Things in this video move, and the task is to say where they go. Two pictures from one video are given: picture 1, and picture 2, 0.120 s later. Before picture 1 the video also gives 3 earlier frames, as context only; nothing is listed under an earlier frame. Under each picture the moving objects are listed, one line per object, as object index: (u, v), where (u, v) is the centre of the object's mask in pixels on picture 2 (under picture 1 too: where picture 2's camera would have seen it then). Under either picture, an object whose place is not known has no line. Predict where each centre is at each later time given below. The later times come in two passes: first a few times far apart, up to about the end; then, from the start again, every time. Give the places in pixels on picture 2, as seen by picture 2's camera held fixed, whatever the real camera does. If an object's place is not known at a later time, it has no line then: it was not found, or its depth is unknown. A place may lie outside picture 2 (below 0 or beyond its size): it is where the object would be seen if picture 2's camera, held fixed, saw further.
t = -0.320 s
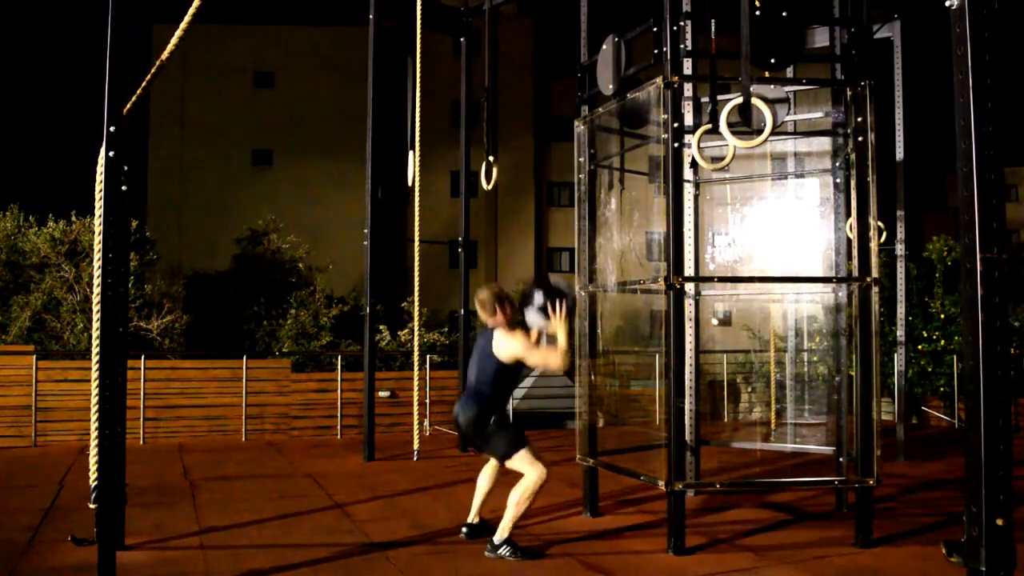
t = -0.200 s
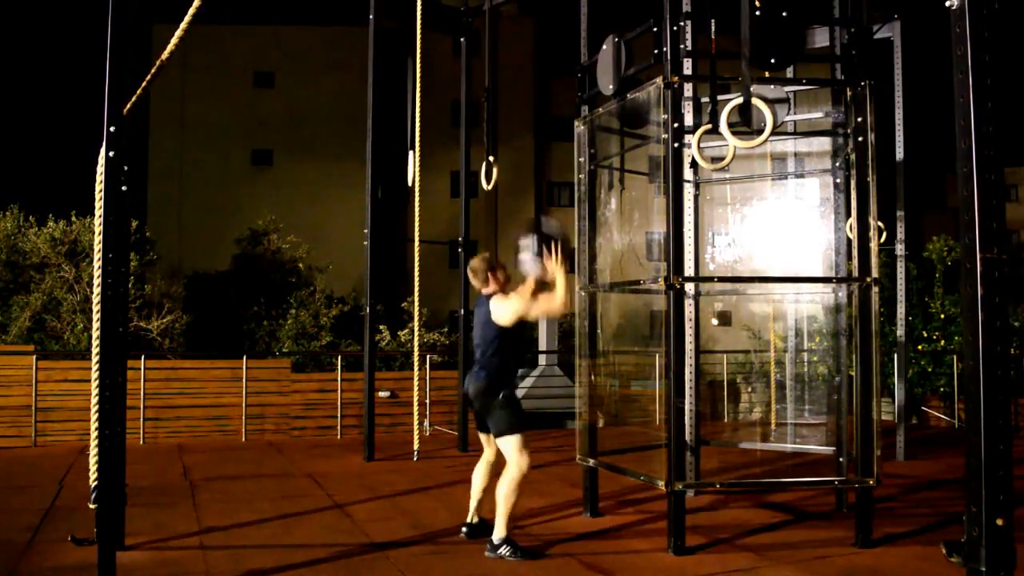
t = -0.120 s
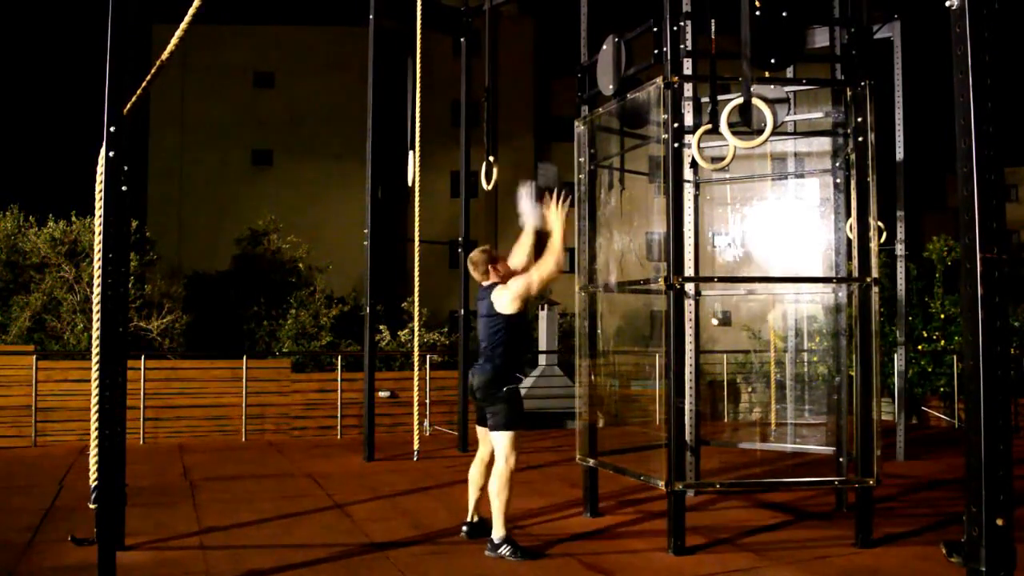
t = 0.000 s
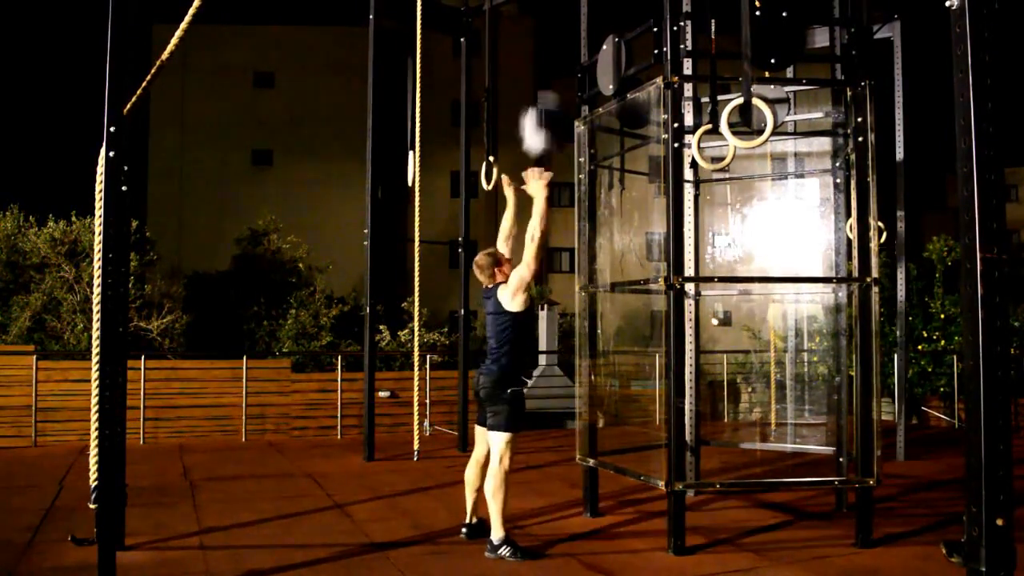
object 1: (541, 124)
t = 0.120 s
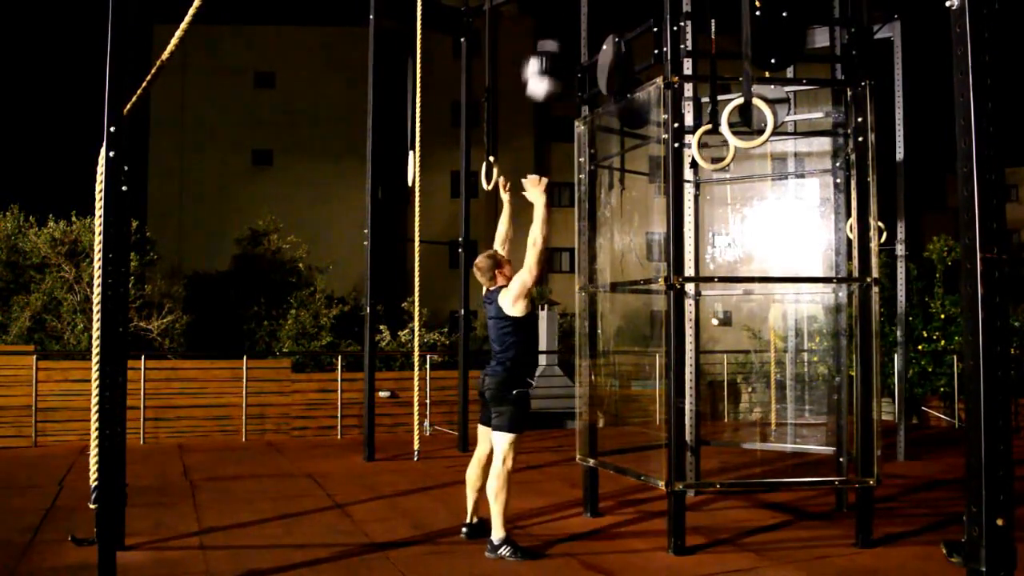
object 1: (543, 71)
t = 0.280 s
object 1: (548, 31)
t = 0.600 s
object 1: (554, 66)
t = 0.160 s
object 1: (545, 57)
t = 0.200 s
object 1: (546, 46)
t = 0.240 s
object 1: (547, 38)
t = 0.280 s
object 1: (548, 31)
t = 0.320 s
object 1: (549, 28)
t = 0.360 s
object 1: (550, 27)
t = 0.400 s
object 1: (551, 27)
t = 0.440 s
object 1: (552, 29)
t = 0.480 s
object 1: (553, 35)
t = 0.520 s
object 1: (553, 43)
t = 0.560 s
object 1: (554, 53)
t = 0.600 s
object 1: (554, 66)
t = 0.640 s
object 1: (557, 83)
